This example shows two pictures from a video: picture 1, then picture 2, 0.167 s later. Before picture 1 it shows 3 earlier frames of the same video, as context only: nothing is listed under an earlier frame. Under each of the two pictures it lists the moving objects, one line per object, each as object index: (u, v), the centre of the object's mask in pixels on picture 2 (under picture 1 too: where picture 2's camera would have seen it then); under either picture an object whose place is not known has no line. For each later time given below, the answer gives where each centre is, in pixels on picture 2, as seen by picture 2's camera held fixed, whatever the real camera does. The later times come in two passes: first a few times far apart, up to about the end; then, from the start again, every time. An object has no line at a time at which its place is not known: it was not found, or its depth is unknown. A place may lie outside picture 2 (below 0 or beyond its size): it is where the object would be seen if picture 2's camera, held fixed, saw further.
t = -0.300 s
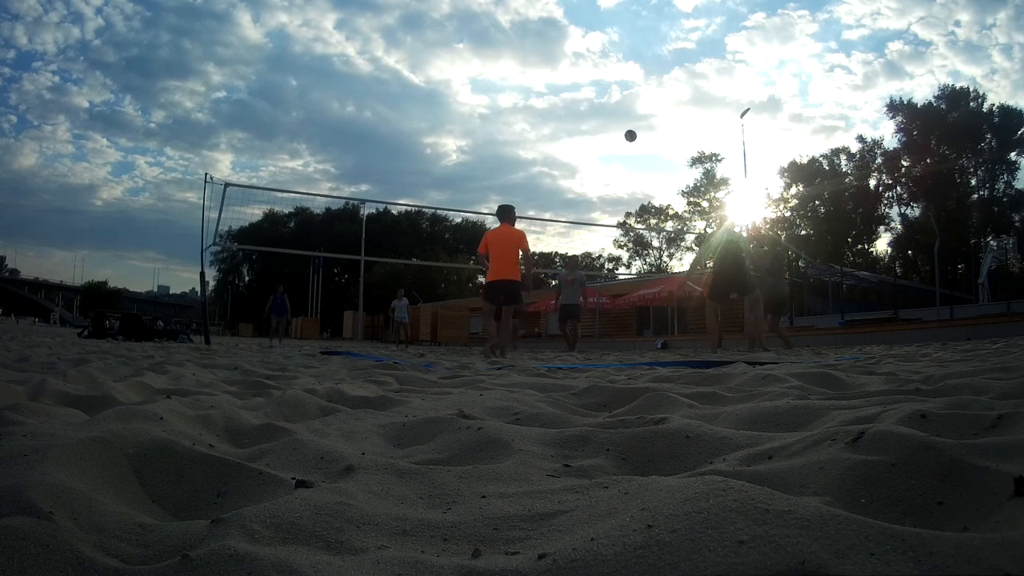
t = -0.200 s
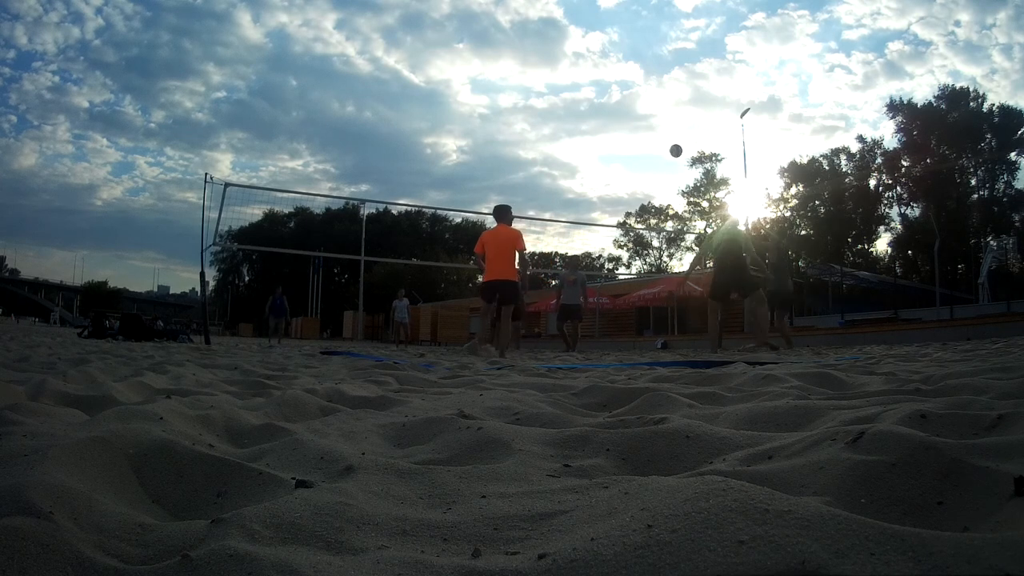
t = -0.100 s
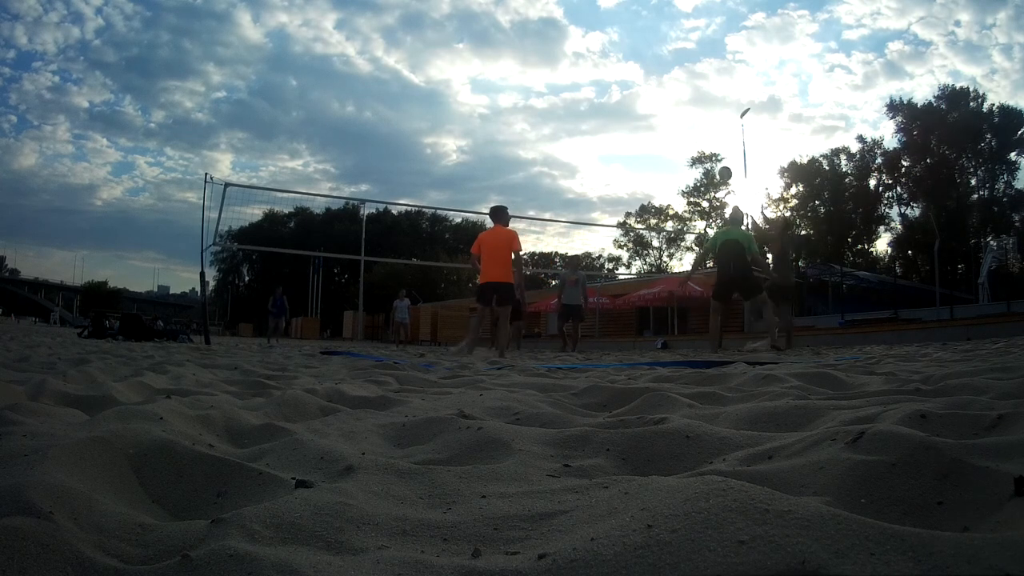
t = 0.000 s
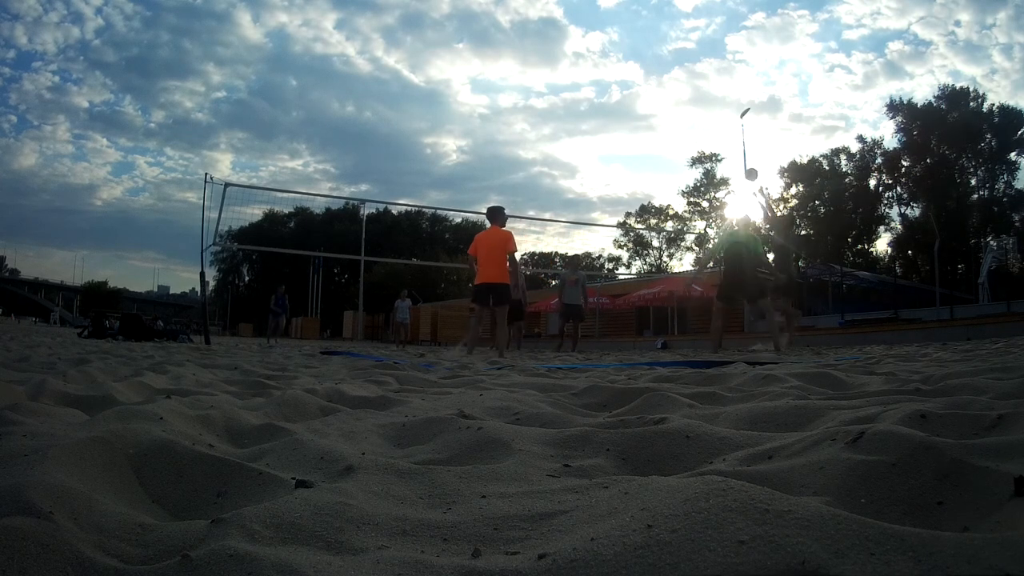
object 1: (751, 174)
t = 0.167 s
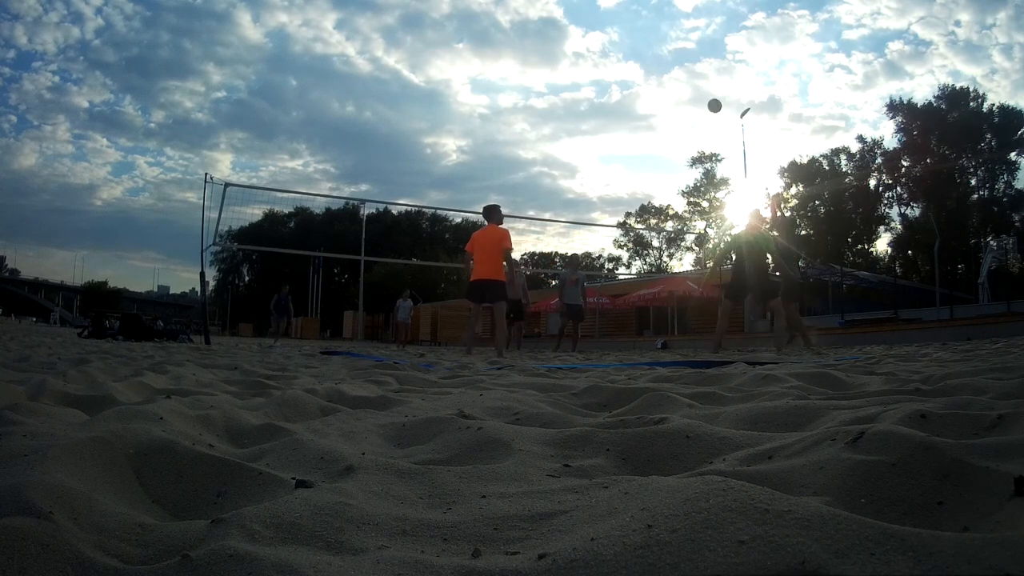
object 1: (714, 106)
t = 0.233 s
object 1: (700, 85)
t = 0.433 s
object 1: (659, 41)
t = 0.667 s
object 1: (617, 22)
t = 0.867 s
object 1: (582, 31)
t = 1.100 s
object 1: (542, 73)
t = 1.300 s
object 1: (507, 138)
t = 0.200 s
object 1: (707, 95)
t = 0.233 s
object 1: (700, 85)
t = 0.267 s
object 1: (693, 75)
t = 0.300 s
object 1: (686, 67)
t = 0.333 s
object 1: (679, 59)
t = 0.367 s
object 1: (672, 53)
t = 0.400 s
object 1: (666, 47)
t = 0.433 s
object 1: (659, 41)
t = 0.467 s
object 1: (653, 36)
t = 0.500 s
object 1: (647, 32)
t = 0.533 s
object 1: (641, 29)
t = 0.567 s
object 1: (635, 26)
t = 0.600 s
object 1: (628, 24)
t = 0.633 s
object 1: (622, 23)
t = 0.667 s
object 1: (617, 22)
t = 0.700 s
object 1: (611, 22)
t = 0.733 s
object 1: (605, 23)
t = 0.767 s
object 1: (599, 24)
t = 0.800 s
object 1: (593, 25)
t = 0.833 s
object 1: (588, 28)
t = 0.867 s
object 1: (582, 31)
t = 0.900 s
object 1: (576, 35)
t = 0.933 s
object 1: (571, 39)
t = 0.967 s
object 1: (565, 45)
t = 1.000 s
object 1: (559, 51)
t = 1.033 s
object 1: (554, 57)
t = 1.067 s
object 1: (548, 65)
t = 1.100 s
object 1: (542, 73)
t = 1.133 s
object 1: (536, 82)
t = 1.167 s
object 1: (530, 91)
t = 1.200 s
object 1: (525, 102)
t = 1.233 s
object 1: (519, 113)
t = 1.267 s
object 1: (513, 125)
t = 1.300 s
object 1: (507, 138)
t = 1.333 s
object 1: (501, 151)
